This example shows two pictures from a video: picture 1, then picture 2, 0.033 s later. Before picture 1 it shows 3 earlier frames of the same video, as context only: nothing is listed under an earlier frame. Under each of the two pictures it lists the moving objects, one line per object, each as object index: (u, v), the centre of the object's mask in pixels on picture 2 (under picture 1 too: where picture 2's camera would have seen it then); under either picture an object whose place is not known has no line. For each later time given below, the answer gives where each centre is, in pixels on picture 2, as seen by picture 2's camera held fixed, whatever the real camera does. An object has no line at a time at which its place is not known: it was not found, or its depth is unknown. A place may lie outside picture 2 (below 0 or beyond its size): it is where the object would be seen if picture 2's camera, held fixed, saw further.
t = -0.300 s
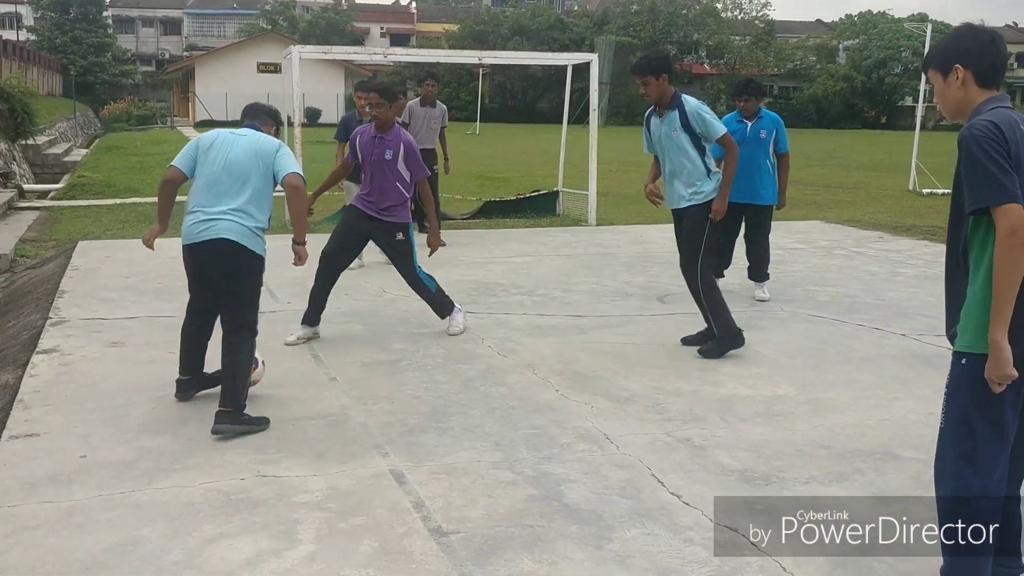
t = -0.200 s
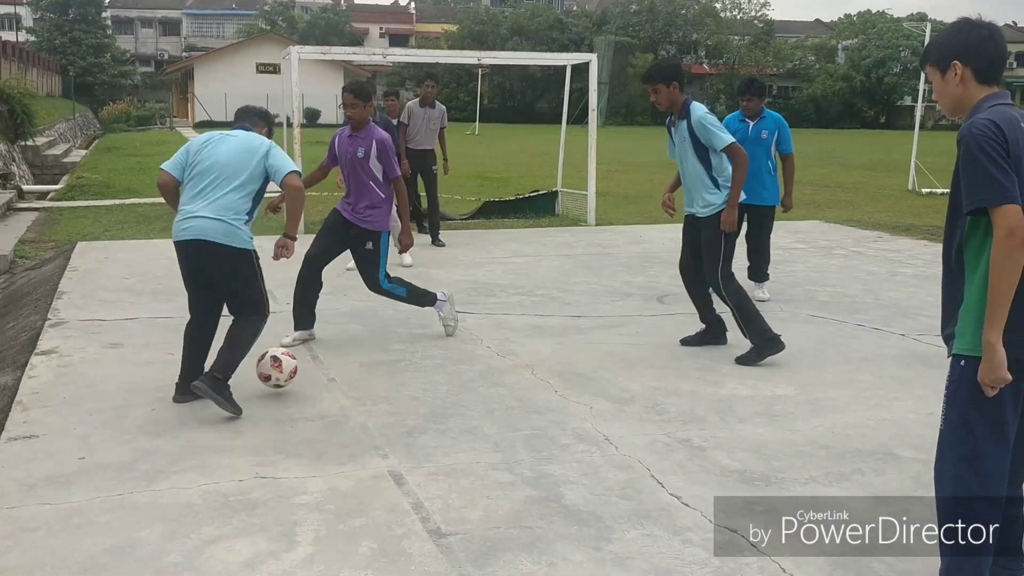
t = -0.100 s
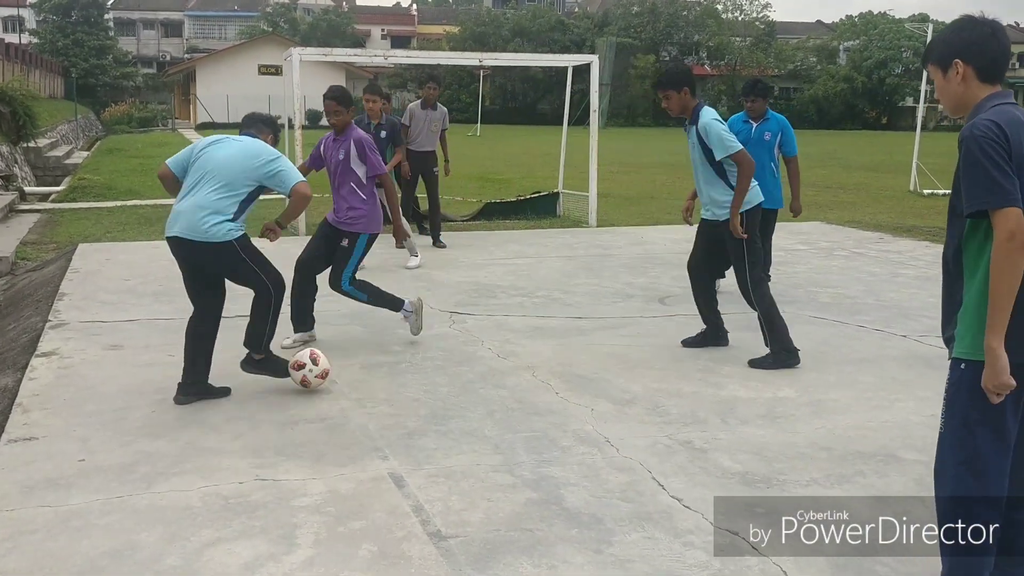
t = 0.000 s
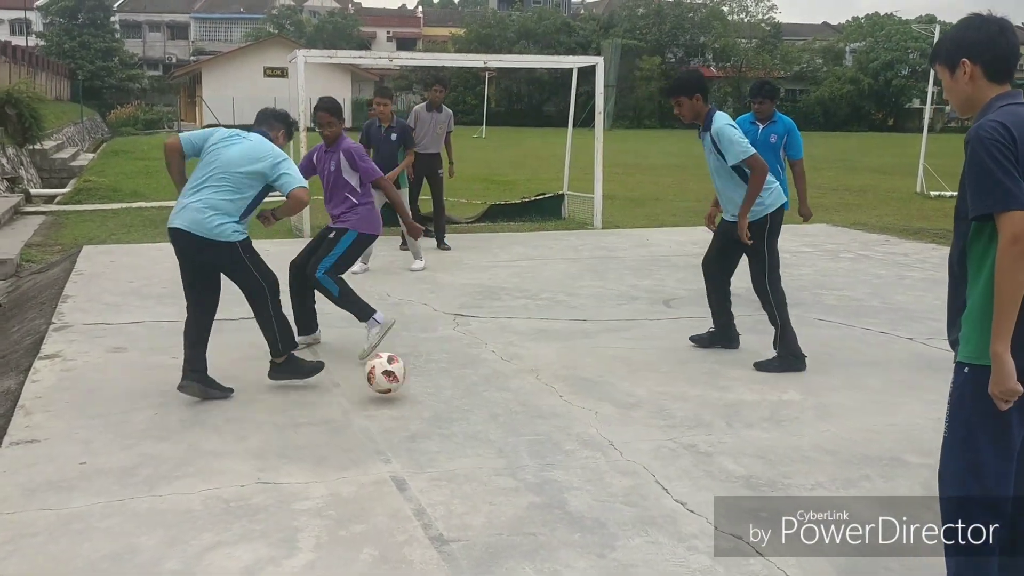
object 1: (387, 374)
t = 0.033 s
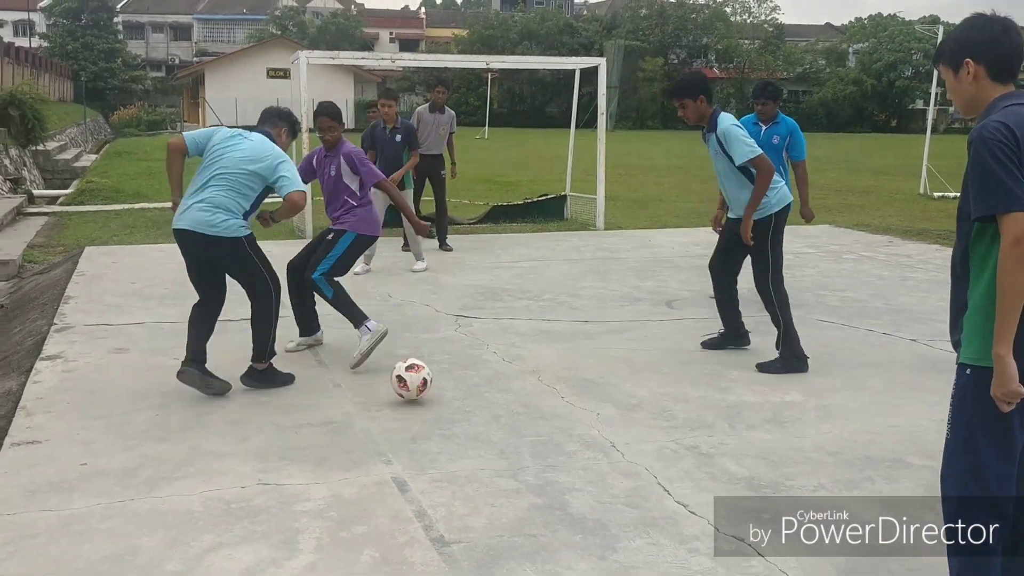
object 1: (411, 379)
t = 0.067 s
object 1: (435, 383)
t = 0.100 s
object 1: (456, 382)
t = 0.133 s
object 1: (477, 384)
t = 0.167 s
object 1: (497, 388)
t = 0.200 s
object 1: (516, 390)
